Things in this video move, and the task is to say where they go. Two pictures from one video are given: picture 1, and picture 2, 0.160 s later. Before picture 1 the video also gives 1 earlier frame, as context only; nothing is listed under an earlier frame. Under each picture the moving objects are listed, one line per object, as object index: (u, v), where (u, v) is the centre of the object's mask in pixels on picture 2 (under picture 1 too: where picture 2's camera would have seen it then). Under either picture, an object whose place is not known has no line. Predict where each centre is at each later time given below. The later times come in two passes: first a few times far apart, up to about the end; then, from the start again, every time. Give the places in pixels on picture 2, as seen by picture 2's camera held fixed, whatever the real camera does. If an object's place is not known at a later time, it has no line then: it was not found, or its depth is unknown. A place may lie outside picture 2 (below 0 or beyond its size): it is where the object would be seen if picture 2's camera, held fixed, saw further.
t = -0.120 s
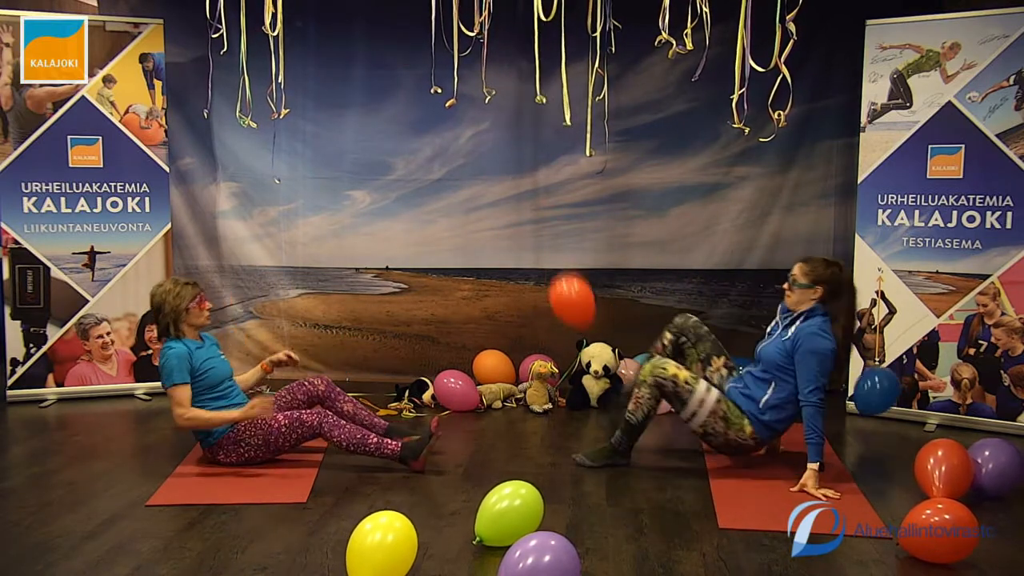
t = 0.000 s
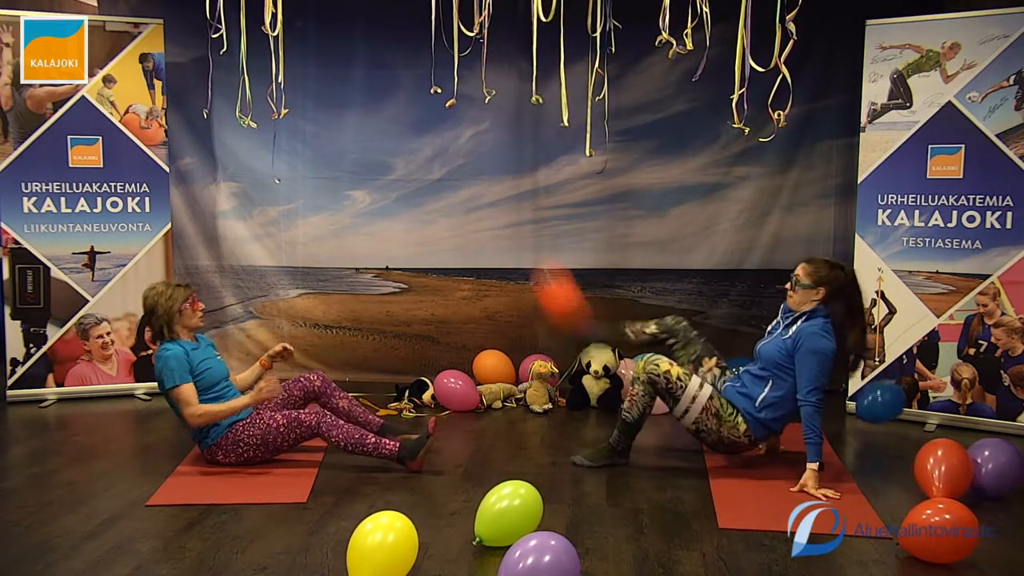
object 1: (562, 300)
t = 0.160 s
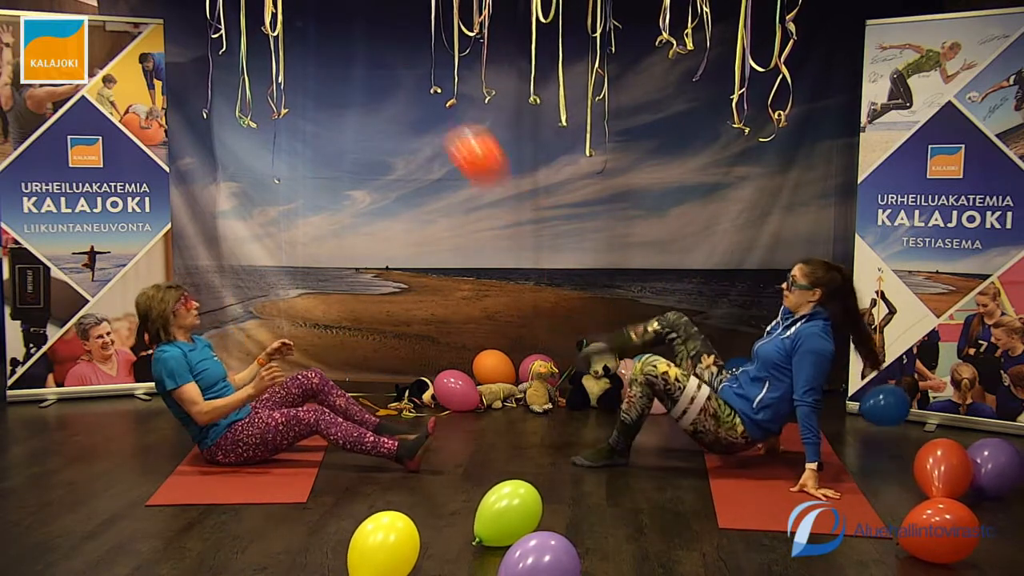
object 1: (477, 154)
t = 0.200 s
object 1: (460, 132)
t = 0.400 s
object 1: (399, 66)
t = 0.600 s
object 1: (372, 55)
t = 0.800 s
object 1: (355, 67)
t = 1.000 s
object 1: (343, 97)
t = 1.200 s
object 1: (336, 141)
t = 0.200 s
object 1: (460, 132)
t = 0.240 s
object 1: (443, 112)
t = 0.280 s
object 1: (428, 97)
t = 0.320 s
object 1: (418, 85)
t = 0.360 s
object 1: (407, 74)
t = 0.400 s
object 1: (399, 66)
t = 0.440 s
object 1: (392, 61)
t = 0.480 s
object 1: (386, 57)
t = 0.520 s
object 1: (381, 56)
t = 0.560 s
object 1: (376, 55)
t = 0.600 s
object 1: (372, 55)
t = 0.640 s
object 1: (369, 56)
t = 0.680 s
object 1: (365, 57)
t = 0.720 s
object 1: (361, 60)
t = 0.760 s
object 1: (358, 63)
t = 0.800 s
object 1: (355, 67)
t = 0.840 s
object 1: (352, 72)
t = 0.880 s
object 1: (350, 77)
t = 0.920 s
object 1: (347, 83)
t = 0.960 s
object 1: (345, 90)
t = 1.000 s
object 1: (343, 97)
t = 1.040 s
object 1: (342, 105)
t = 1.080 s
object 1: (340, 113)
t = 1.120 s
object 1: (339, 122)
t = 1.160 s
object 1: (337, 131)
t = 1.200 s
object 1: (336, 141)
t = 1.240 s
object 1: (335, 151)
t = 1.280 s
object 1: (333, 163)
